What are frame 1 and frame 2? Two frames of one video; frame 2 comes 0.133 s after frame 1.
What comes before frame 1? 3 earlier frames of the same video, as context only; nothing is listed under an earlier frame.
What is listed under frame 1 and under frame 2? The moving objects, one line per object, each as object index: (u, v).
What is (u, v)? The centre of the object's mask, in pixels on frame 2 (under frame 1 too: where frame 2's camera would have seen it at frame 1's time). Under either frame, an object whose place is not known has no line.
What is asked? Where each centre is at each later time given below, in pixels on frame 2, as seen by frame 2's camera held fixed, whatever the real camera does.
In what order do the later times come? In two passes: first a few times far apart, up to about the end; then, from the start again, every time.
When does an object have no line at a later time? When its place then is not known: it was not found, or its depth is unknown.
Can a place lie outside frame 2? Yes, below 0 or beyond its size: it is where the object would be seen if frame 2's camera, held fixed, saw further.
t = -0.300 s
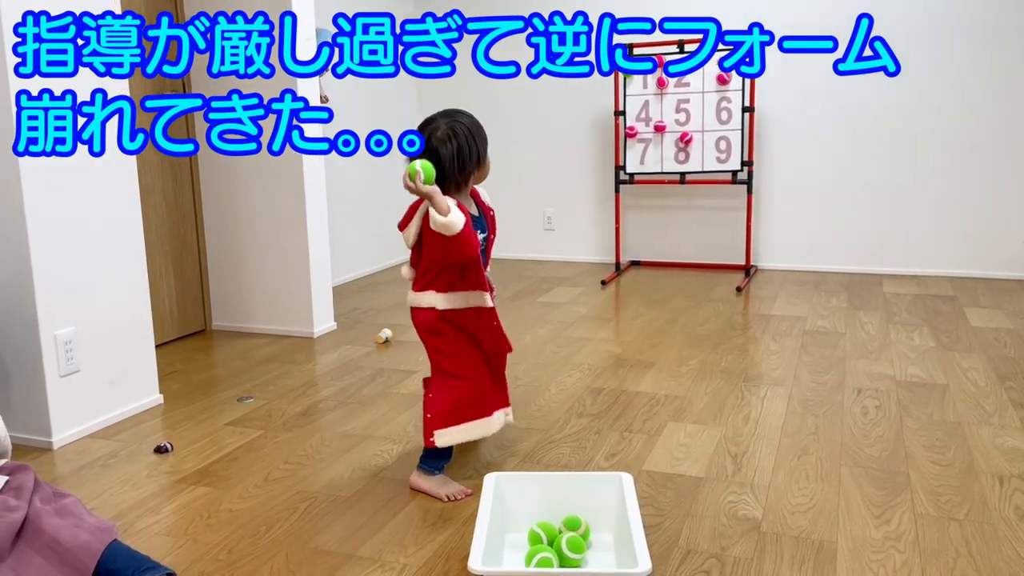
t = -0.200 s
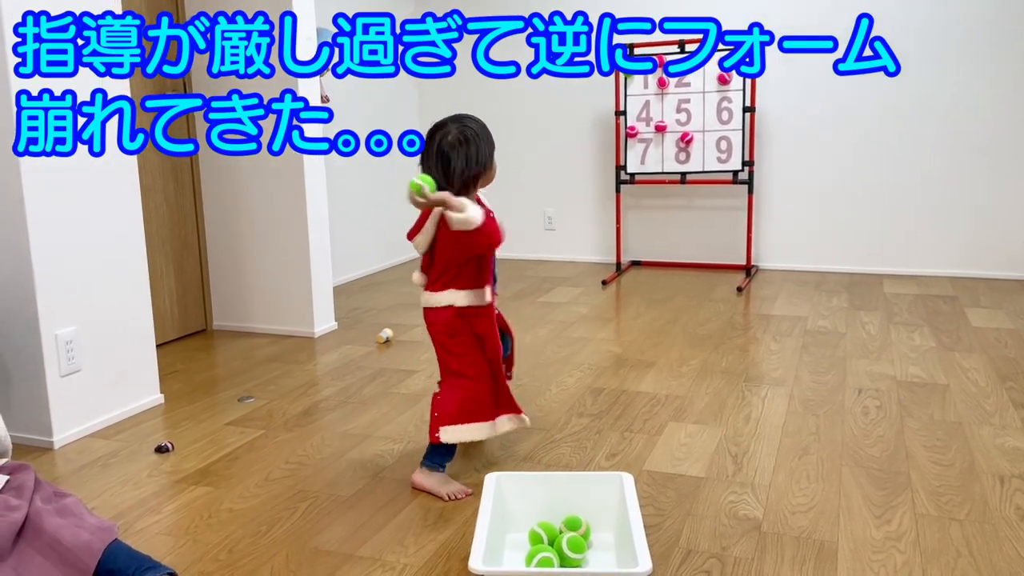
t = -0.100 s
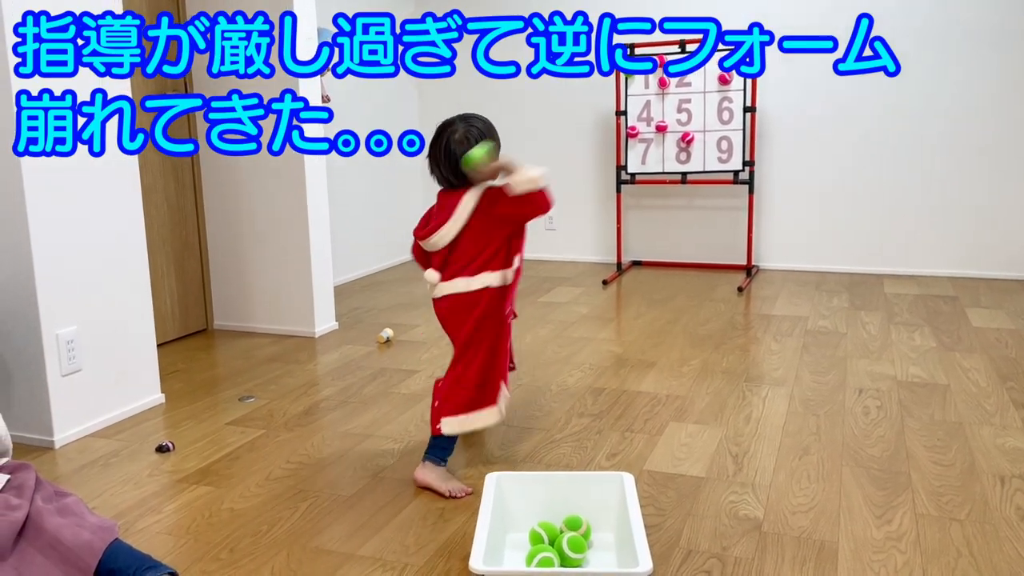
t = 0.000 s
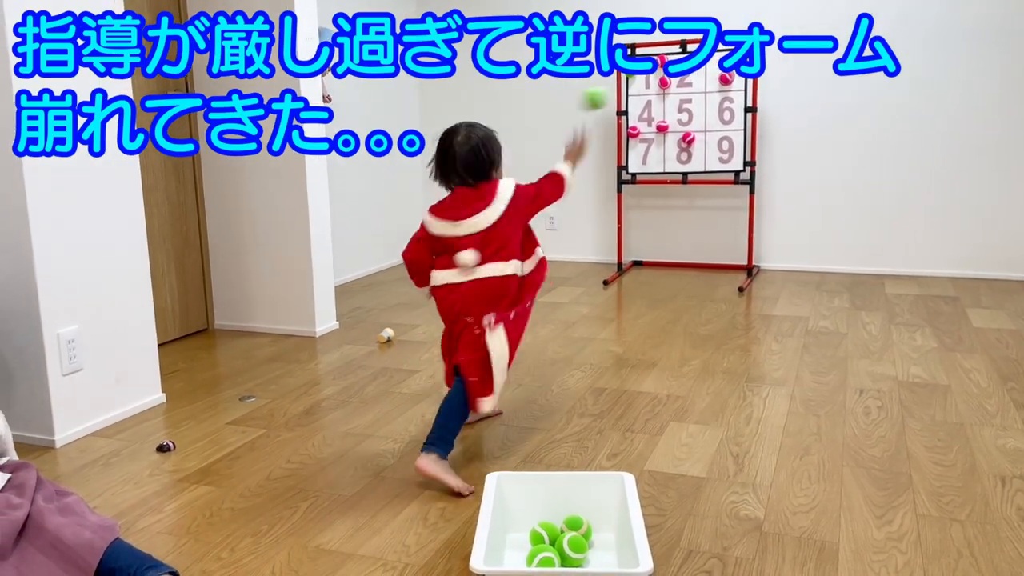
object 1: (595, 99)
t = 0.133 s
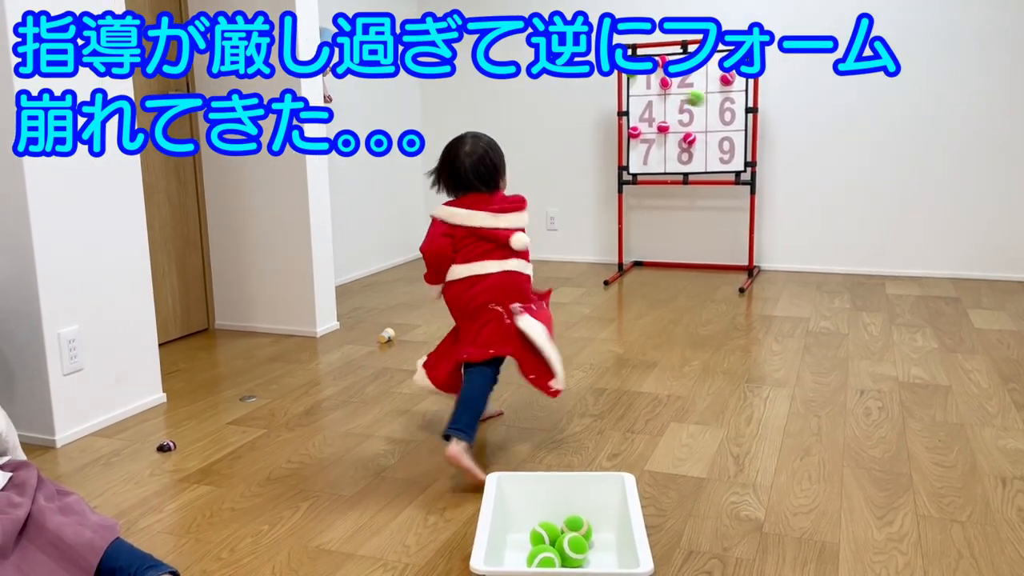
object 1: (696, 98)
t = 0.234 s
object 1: (742, 124)
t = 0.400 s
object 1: (791, 194)
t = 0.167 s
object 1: (712, 104)
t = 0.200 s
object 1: (728, 114)
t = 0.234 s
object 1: (742, 124)
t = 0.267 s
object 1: (756, 136)
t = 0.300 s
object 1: (766, 150)
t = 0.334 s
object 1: (776, 164)
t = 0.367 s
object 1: (785, 179)
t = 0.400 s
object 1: (791, 194)
